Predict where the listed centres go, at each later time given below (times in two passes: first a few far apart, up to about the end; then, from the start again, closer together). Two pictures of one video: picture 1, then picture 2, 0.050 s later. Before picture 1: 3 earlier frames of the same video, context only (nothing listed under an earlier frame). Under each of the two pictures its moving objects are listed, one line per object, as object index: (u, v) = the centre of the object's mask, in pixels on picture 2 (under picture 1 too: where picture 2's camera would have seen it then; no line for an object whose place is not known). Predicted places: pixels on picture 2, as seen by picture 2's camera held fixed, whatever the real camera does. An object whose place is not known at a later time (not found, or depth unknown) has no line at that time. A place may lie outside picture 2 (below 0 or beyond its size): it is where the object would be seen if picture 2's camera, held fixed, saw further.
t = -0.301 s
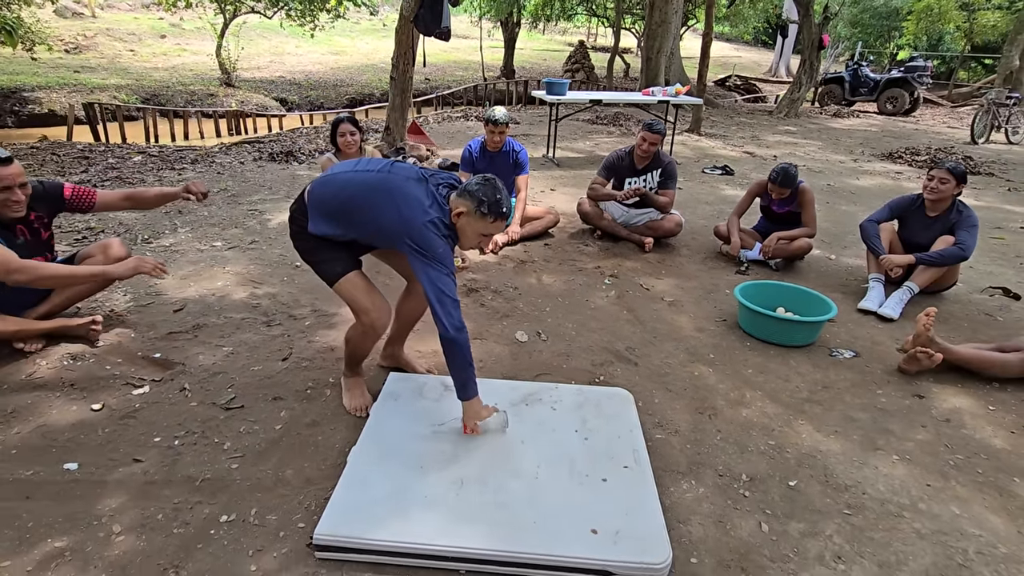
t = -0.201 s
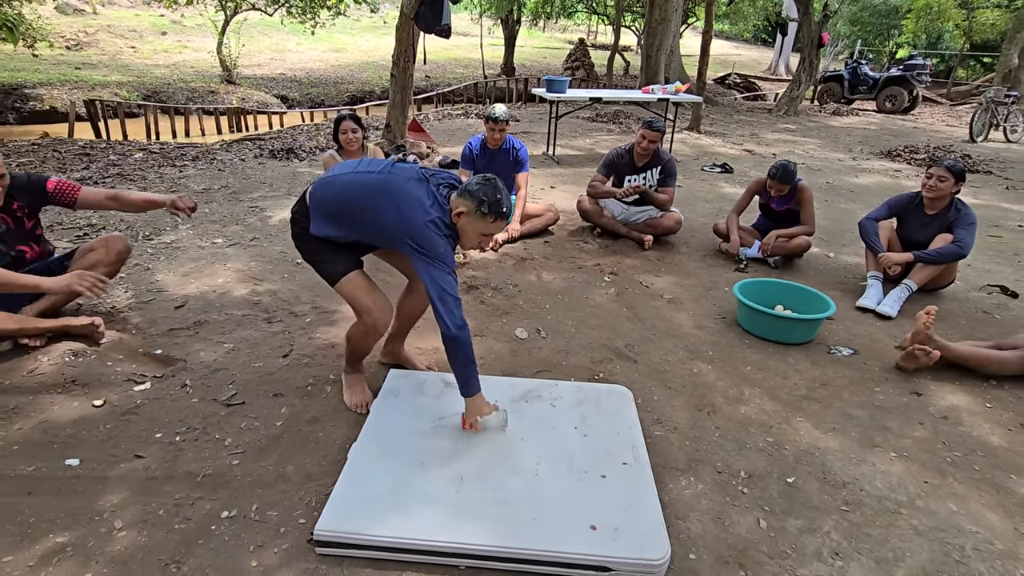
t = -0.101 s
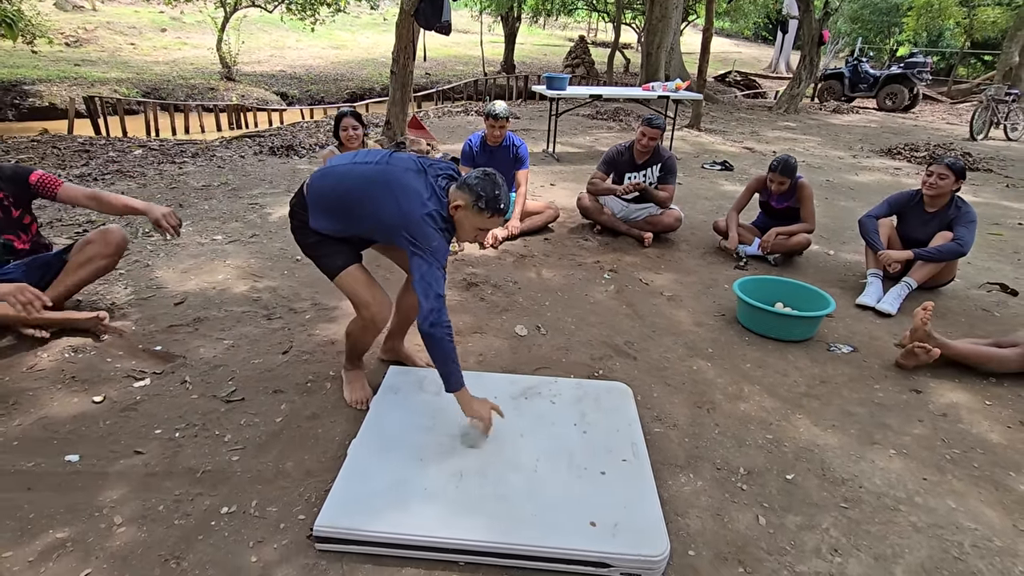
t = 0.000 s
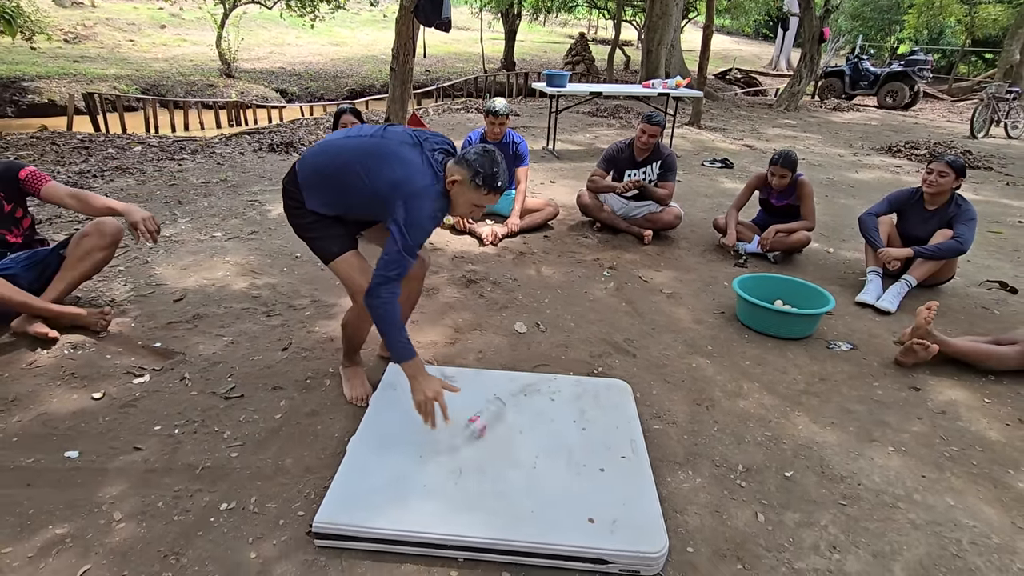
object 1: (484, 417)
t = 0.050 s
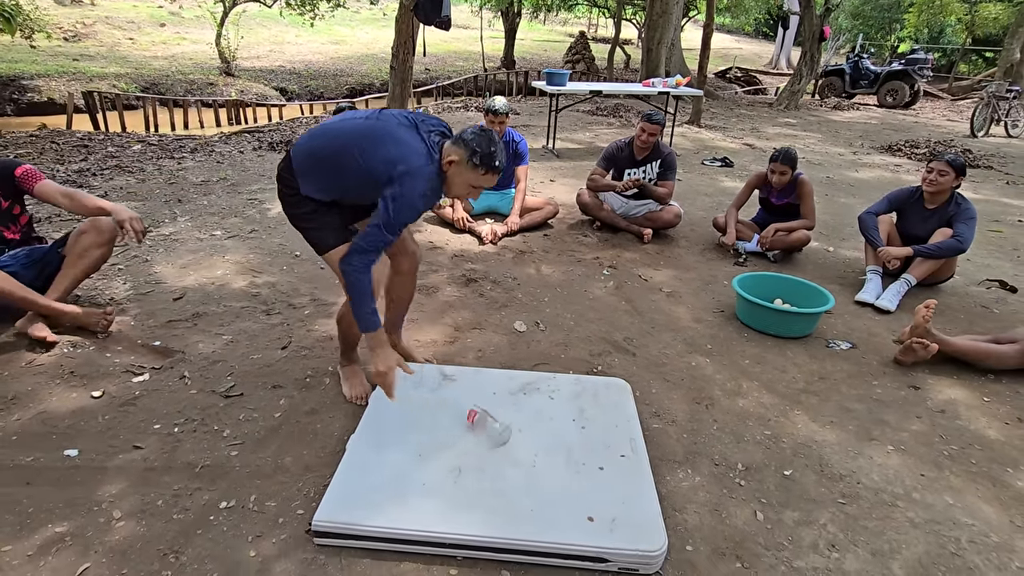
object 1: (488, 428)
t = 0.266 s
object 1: (487, 427)
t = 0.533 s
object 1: (490, 422)
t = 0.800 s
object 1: (498, 424)
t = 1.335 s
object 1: (480, 419)
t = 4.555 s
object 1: (484, 428)
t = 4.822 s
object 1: (492, 428)
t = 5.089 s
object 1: (497, 431)
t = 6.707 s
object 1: (493, 434)
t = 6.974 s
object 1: (493, 434)
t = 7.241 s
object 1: (493, 434)
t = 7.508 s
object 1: (493, 433)
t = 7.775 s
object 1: (493, 434)
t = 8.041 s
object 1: (492, 434)
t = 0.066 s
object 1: (485, 427)
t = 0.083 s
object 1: (481, 426)
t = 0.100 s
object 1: (481, 423)
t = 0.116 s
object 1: (478, 424)
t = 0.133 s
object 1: (481, 420)
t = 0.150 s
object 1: (485, 419)
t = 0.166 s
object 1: (486, 424)
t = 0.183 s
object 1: (492, 421)
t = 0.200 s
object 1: (497, 423)
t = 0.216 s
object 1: (496, 425)
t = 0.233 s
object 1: (494, 427)
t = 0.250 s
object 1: (490, 428)
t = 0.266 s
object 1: (487, 427)
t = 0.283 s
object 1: (485, 427)
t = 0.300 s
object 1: (483, 425)
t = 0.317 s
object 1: (484, 421)
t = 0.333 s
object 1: (486, 420)
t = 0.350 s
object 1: (490, 427)
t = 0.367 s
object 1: (494, 422)
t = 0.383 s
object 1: (498, 421)
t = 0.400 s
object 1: (492, 425)
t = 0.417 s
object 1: (497, 428)
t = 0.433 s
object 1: (495, 428)
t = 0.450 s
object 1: (491, 429)
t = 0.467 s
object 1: (486, 429)
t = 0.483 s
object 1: (485, 426)
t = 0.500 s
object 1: (484, 425)
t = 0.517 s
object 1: (487, 422)
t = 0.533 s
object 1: (490, 422)
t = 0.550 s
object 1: (491, 426)
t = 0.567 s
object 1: (492, 426)
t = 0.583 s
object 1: (499, 423)
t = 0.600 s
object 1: (499, 426)
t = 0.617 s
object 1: (496, 427)
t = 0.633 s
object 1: (494, 429)
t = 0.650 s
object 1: (490, 428)
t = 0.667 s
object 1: (486, 427)
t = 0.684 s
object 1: (485, 425)
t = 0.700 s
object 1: (484, 422)
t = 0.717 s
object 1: (485, 420)
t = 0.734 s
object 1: (491, 420)
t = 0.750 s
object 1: (491, 424)
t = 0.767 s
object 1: (495, 422)
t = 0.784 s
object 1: (499, 421)
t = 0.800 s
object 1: (498, 424)
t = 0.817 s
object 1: (496, 426)
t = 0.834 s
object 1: (492, 428)
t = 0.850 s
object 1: (489, 427)
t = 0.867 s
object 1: (486, 425)
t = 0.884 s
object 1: (485, 422)
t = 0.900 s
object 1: (483, 421)
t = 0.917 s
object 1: (484, 418)
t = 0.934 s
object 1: (488, 420)
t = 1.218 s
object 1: (484, 423)
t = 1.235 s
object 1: (488, 425)
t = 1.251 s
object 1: (484, 425)
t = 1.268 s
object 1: (482, 424)
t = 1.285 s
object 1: (478, 425)
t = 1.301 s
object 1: (476, 424)
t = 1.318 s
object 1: (478, 421)
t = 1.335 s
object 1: (480, 419)
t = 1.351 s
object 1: (484, 426)
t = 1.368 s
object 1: (483, 426)
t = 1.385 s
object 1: (483, 424)
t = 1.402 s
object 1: (491, 421)
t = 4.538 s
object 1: (484, 428)
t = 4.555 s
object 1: (484, 428)
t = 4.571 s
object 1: (487, 429)
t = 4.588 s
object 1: (488, 429)
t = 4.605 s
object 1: (487, 429)
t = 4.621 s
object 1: (488, 429)
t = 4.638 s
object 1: (489, 430)
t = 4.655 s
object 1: (489, 429)
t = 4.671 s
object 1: (489, 429)
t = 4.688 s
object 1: (489, 428)
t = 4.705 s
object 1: (489, 428)
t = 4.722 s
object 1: (489, 428)
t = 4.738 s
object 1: (490, 428)
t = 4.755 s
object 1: (490, 428)
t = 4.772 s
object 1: (490, 428)
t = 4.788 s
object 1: (490, 428)
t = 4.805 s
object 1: (490, 429)
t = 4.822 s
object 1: (492, 428)
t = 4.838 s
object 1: (495, 428)
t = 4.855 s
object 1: (497, 427)
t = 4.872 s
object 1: (498, 427)
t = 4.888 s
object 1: (501, 426)
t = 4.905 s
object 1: (495, 428)
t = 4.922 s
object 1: (492, 429)
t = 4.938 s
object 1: (494, 428)
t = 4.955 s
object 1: (493, 430)
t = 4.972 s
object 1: (492, 430)
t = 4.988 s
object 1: (493, 430)
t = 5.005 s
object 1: (492, 430)
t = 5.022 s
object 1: (492, 430)
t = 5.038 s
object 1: (492, 430)
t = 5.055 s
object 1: (493, 431)
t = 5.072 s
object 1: (496, 431)
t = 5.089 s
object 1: (497, 431)
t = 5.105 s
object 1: (496, 431)
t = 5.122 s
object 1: (497, 431)
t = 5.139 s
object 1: (495, 431)
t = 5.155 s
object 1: (496, 431)
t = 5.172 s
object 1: (496, 431)
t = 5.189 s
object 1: (496, 431)
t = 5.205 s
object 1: (496, 431)
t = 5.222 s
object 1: (495, 431)
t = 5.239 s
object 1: (495, 431)
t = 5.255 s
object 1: (496, 432)
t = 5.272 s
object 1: (495, 432)
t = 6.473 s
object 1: (493, 433)
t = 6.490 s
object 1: (493, 433)
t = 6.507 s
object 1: (493, 433)
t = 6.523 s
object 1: (493, 433)
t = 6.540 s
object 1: (493, 434)
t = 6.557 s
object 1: (493, 433)
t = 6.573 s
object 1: (493, 433)
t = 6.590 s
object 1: (493, 434)
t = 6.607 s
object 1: (493, 434)
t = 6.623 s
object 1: (493, 433)
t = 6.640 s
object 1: (493, 434)
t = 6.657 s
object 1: (493, 434)
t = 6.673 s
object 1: (493, 434)
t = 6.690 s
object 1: (493, 434)
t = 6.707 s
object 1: (493, 434)
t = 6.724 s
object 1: (493, 434)
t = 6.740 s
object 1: (493, 434)
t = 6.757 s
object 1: (493, 434)
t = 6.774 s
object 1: (493, 434)
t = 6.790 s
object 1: (493, 434)
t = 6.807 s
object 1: (493, 434)
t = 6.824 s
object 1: (493, 434)
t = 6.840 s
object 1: (493, 434)
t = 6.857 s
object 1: (493, 434)
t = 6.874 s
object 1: (493, 434)
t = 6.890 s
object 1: (493, 434)
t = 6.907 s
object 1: (493, 434)
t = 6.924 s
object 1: (493, 434)
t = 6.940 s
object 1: (493, 434)
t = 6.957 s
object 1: (493, 434)
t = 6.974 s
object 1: (493, 434)
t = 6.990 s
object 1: (493, 434)
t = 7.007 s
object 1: (493, 433)
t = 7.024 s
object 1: (493, 434)
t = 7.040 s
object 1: (493, 433)
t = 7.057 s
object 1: (493, 434)
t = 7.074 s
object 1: (494, 434)
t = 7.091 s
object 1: (494, 433)
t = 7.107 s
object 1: (493, 433)
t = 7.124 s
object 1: (493, 433)
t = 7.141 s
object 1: (493, 433)
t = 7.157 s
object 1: (493, 433)
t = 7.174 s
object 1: (493, 434)
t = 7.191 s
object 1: (493, 434)
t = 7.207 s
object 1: (493, 434)
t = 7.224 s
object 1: (493, 434)
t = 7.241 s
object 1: (493, 434)
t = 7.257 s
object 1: (493, 434)
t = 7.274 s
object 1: (493, 434)
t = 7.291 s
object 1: (493, 434)
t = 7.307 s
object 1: (493, 434)
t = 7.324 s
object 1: (493, 434)
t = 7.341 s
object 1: (493, 434)
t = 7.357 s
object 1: (493, 434)
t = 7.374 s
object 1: (493, 434)
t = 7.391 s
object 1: (493, 434)
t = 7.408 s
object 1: (493, 434)
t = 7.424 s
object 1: (493, 434)
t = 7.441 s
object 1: (493, 434)
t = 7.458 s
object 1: (493, 434)
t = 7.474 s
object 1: (493, 434)
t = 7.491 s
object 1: (493, 434)
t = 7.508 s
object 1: (493, 433)
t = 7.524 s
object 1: (493, 433)
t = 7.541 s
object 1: (493, 433)
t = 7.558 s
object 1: (493, 433)
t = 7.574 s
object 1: (493, 433)
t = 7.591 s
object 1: (493, 433)
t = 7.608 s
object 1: (493, 433)
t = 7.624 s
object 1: (494, 433)
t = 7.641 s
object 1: (493, 433)
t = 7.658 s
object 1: (493, 433)
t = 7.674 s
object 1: (493, 434)
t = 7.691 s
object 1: (494, 434)
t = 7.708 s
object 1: (493, 434)
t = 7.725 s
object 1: (493, 433)
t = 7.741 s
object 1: (493, 434)
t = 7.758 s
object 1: (494, 434)
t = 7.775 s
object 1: (493, 434)
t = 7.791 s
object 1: (493, 434)
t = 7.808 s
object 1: (493, 434)
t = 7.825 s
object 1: (493, 434)
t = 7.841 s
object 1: (493, 434)
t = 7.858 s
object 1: (493, 434)
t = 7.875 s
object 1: (493, 434)
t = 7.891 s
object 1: (493, 434)
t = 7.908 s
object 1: (493, 434)
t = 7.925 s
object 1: (493, 434)
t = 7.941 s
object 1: (493, 434)
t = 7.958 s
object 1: (493, 434)
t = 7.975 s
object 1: (493, 434)
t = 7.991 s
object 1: (493, 434)
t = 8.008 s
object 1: (492, 435)
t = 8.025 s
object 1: (493, 434)
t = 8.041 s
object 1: (492, 434)
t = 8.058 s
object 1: (492, 434)
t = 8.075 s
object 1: (492, 435)
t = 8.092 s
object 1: (492, 435)
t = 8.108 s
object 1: (492, 435)
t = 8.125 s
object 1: (492, 435)
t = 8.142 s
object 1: (492, 435)
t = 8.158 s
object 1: (492, 435)
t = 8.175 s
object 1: (491, 437)
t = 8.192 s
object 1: (492, 439)
